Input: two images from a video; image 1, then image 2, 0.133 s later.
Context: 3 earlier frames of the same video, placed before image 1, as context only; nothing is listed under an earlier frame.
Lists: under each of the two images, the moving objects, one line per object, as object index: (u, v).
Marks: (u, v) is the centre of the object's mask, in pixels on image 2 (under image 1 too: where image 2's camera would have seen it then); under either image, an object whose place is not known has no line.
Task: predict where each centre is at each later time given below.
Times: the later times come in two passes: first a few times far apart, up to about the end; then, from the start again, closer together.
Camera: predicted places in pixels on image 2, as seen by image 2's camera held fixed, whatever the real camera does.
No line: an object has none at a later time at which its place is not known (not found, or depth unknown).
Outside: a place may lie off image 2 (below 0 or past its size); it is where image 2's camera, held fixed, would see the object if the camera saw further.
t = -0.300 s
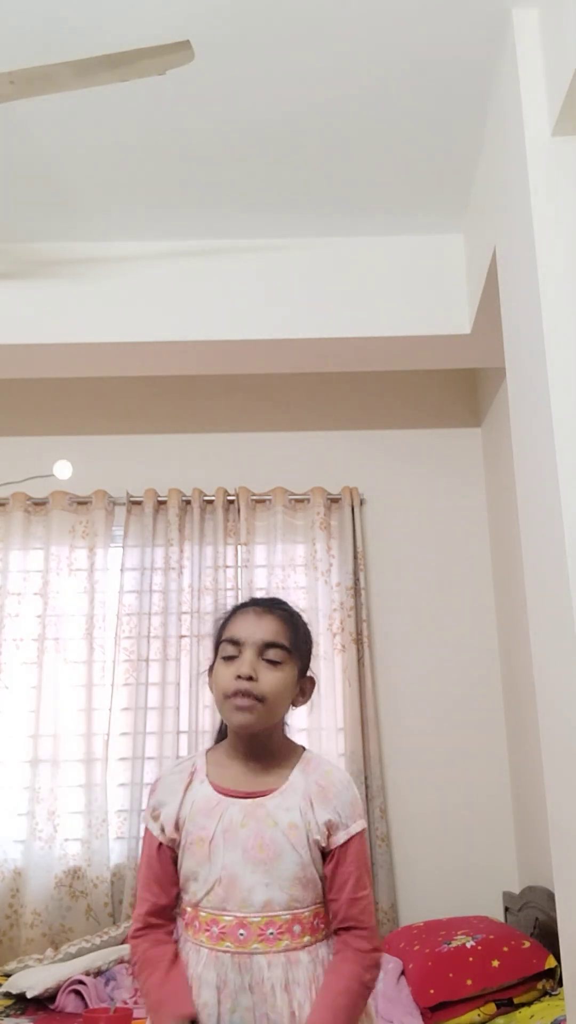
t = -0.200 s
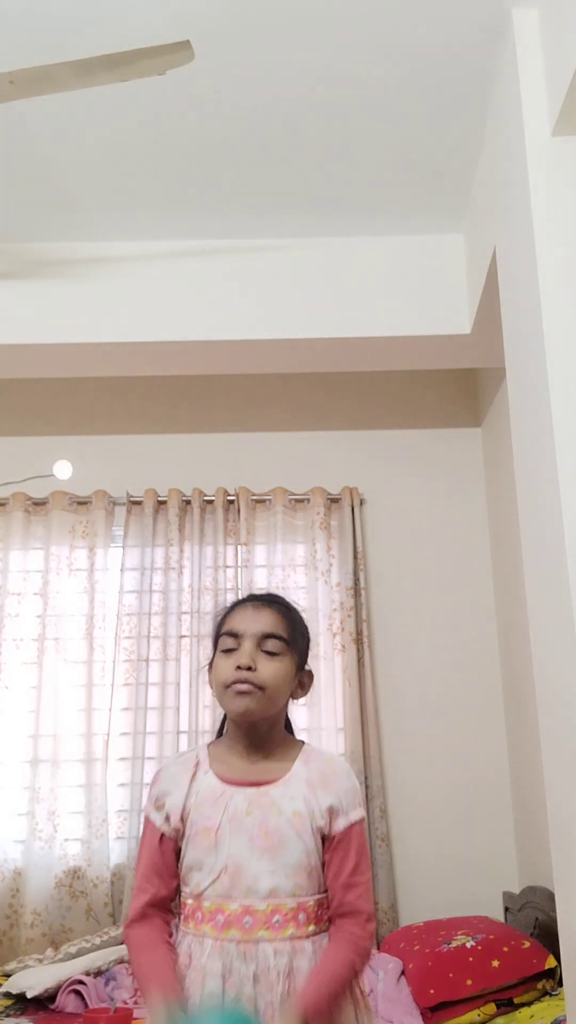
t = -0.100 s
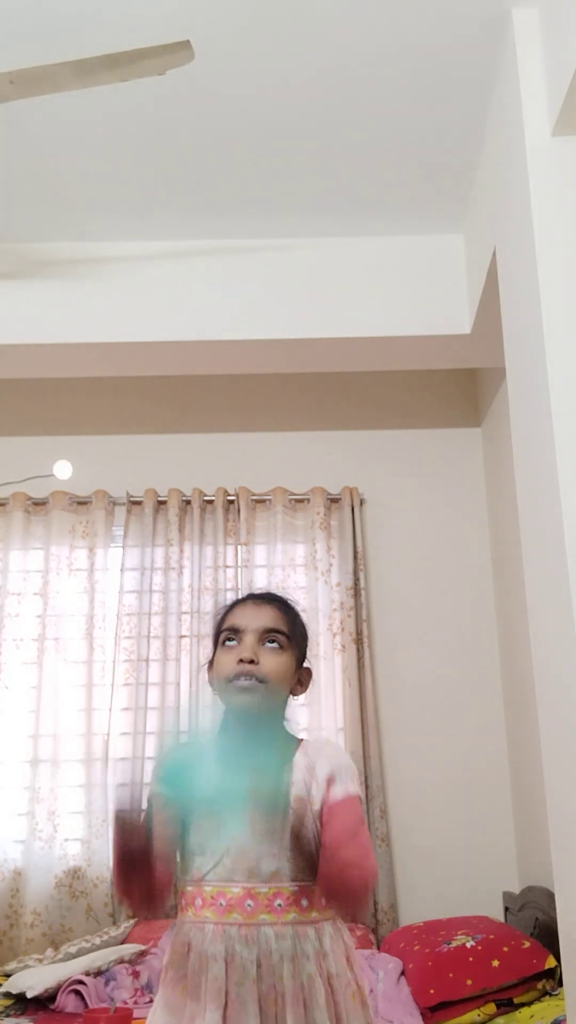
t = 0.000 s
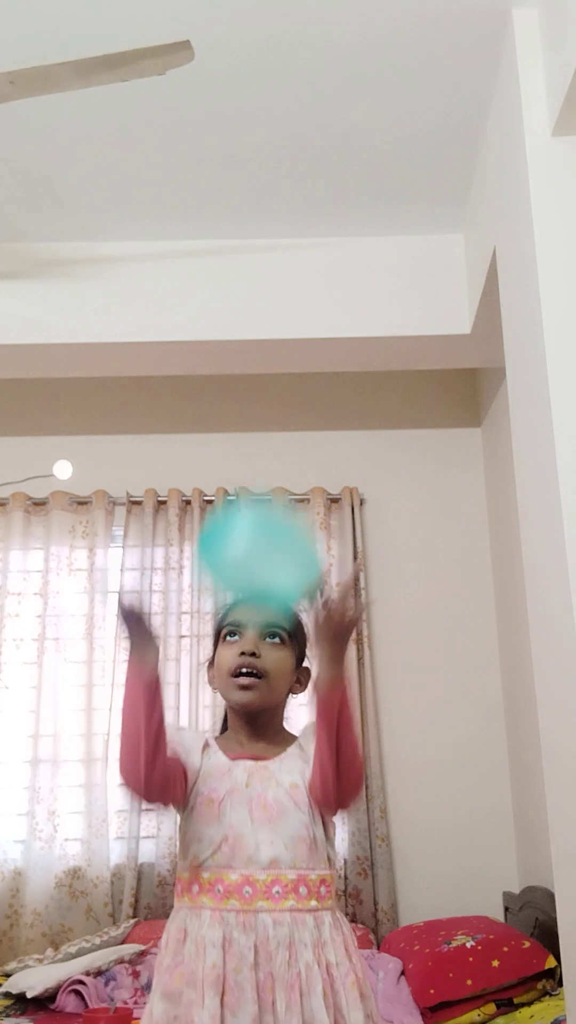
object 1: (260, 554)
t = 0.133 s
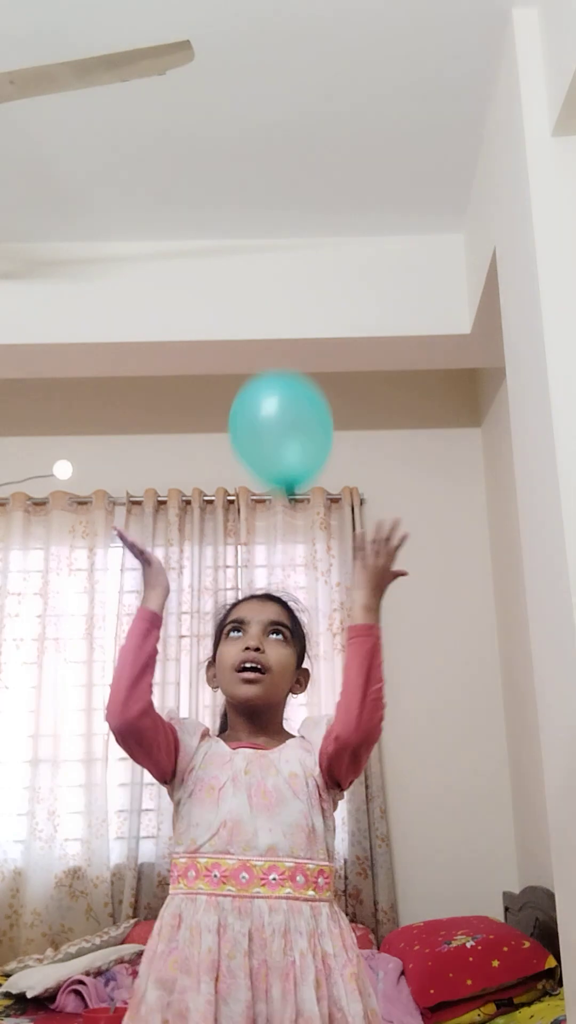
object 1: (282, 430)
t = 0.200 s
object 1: (285, 396)
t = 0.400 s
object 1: (289, 355)
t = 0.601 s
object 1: (289, 361)
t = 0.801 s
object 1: (294, 390)
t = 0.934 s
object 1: (299, 424)
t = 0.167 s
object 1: (283, 412)
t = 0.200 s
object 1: (285, 396)
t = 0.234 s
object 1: (286, 384)
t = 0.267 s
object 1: (287, 376)
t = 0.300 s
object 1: (288, 368)
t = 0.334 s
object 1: (289, 362)
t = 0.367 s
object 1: (289, 358)
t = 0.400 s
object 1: (289, 355)
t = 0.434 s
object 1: (289, 355)
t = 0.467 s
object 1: (289, 355)
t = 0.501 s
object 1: (289, 355)
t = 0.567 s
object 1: (289, 358)
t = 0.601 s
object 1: (289, 361)
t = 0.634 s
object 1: (289, 364)
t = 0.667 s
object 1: (290, 368)
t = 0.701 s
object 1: (291, 373)
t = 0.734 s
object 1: (291, 378)
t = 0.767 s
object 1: (293, 384)
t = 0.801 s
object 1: (294, 390)
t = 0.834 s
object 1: (295, 397)
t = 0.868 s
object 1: (296, 405)
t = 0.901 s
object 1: (298, 414)
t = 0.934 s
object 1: (299, 424)
